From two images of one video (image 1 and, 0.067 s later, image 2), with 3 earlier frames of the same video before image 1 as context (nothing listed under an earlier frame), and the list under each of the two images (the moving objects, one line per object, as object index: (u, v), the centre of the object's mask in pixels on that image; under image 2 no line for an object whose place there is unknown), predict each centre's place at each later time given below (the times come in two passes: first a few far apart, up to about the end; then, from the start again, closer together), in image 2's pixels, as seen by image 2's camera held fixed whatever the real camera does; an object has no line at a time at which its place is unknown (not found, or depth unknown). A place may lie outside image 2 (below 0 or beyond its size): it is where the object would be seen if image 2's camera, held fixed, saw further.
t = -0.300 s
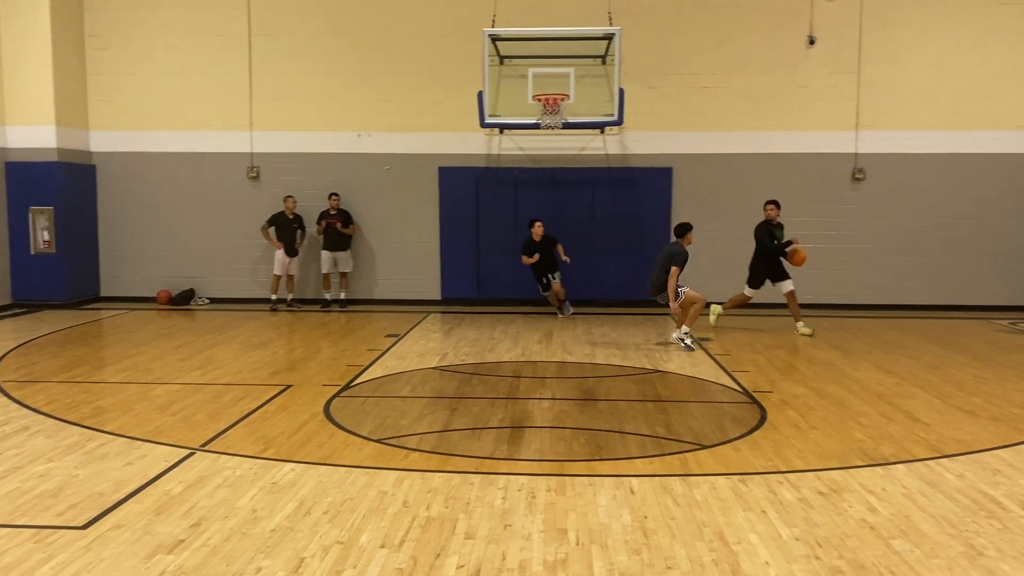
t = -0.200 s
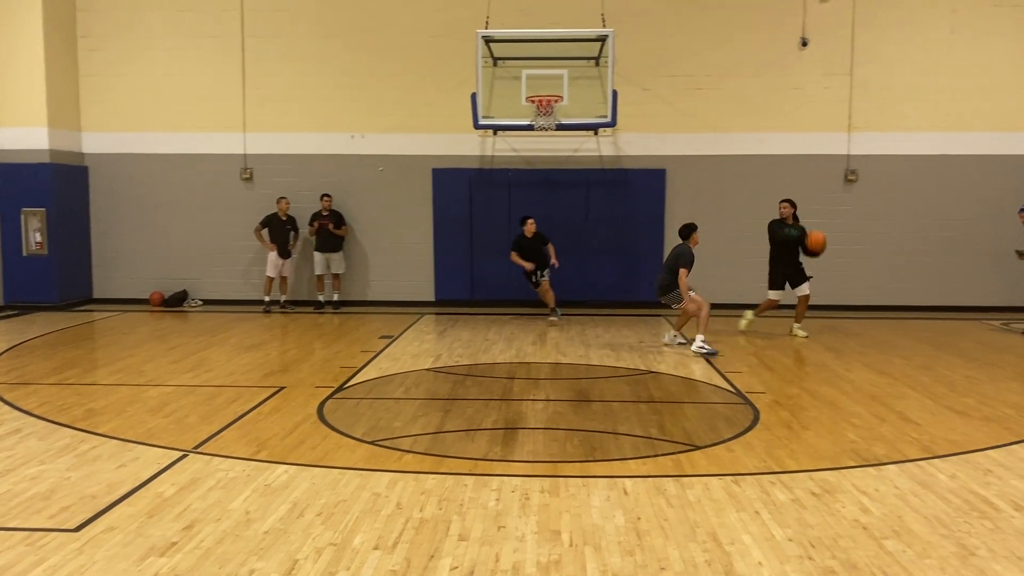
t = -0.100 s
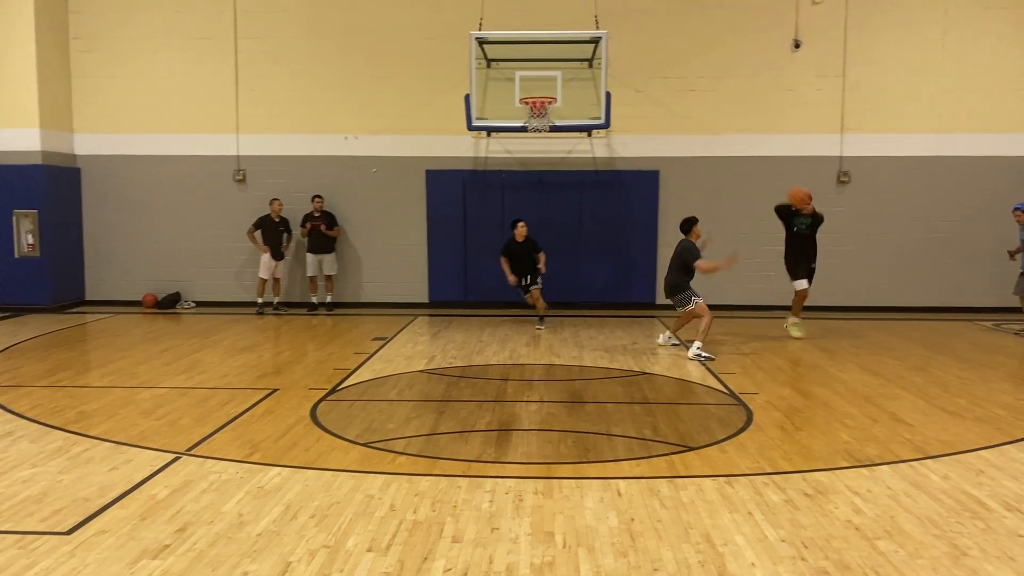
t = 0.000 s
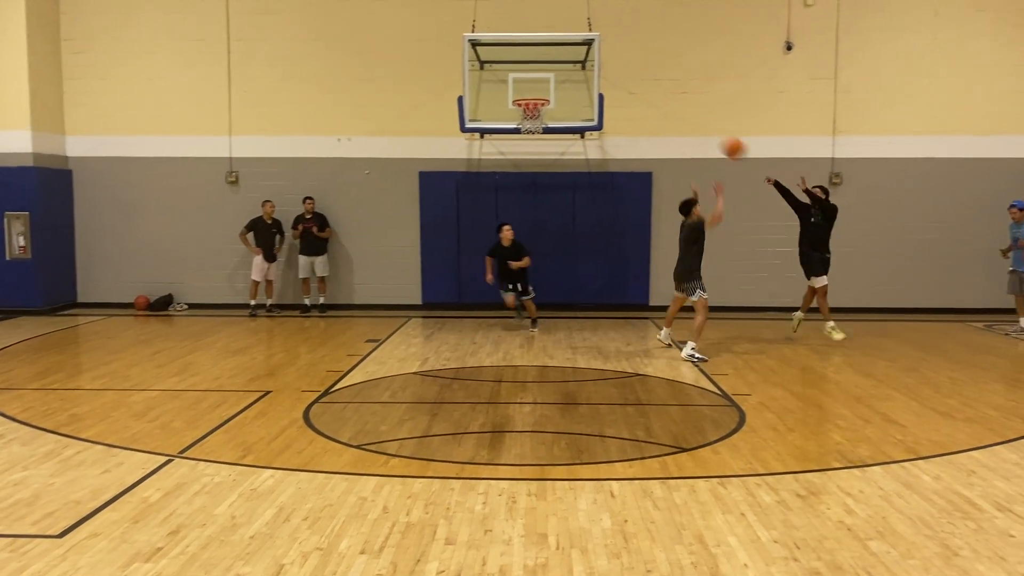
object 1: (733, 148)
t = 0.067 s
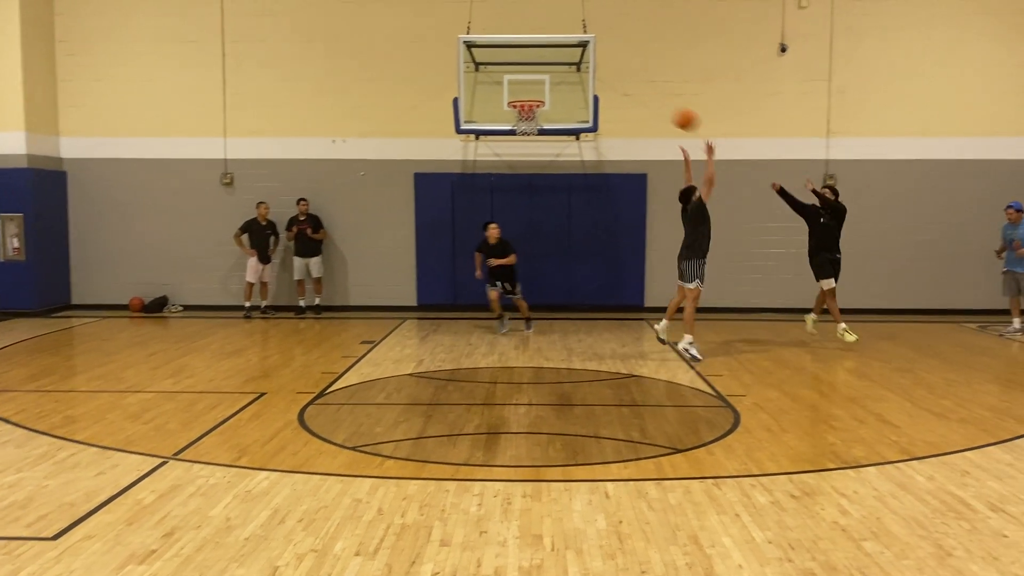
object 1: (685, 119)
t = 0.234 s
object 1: (570, 52)
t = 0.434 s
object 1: (410, 0)
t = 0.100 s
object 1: (663, 105)
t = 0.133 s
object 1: (642, 91)
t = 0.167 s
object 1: (618, 78)
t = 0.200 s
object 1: (593, 65)
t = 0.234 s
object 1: (570, 52)
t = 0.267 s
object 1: (546, 41)
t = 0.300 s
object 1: (519, 30)
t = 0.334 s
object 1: (493, 22)
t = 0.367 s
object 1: (465, 14)
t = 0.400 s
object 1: (438, 5)
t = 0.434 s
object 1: (410, 0)
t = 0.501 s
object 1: (353, -5)
